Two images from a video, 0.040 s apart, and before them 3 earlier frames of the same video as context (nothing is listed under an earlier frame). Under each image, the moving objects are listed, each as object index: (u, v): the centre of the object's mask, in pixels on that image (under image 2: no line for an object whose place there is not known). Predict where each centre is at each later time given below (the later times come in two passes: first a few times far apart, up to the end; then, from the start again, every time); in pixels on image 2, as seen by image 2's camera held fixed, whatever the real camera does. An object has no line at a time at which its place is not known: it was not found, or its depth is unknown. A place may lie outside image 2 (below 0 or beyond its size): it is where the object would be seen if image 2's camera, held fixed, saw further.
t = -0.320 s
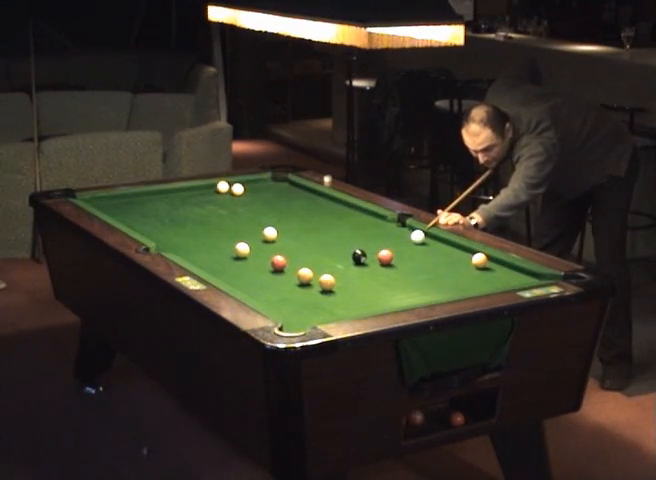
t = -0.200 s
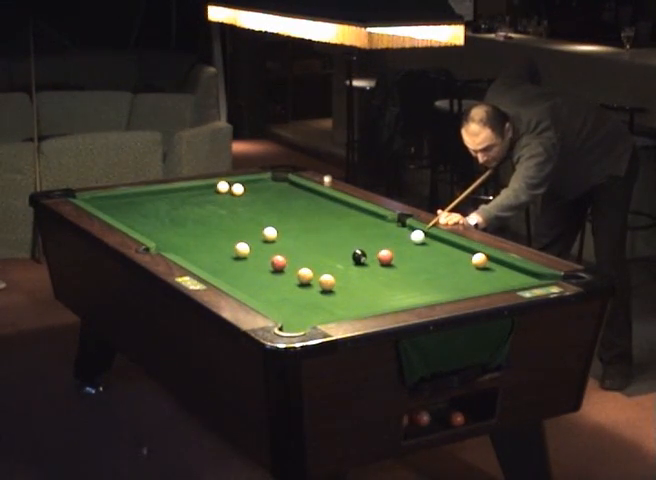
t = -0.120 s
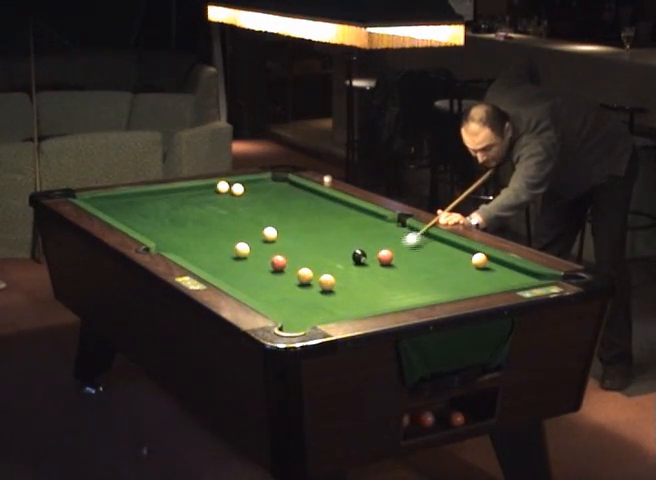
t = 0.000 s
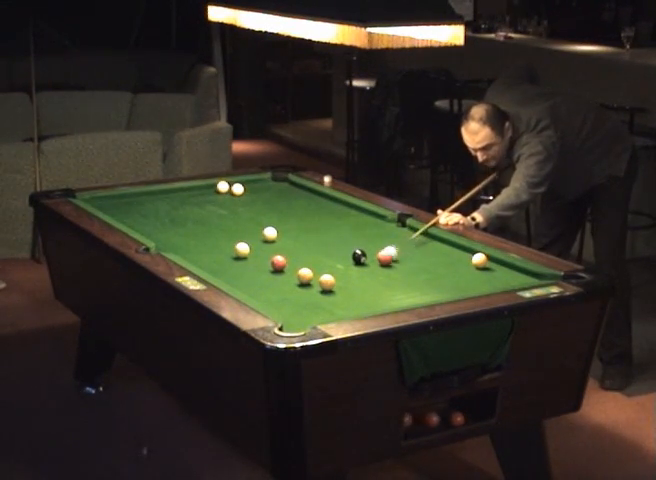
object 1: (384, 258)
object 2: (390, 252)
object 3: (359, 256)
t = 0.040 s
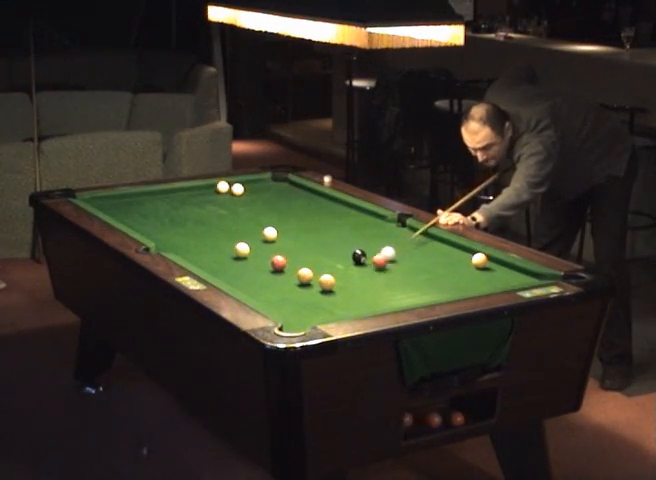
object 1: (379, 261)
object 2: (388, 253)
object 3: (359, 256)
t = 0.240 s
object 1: (359, 278)
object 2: (376, 254)
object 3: (359, 256)
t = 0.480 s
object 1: (334, 297)
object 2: (374, 258)
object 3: (351, 257)
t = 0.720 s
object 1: (307, 318)
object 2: (374, 260)
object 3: (343, 257)
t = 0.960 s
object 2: (375, 262)
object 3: (337, 258)
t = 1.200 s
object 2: (376, 264)
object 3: (333, 258)
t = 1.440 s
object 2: (376, 264)
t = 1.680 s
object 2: (377, 265)
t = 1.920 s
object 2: (377, 265)
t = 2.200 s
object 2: (377, 265)
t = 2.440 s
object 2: (377, 265)
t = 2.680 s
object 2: (377, 265)
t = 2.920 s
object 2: (377, 265)
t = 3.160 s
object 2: (377, 264)
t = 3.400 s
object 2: (377, 264)
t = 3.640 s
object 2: (377, 264)
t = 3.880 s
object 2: (377, 264)
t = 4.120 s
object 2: (377, 265)
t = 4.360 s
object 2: (377, 265)
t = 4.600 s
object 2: (377, 264)
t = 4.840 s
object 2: (377, 264)
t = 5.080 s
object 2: (377, 264)
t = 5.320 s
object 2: (377, 265)
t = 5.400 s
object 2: (377, 264)
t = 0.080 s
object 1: (375, 264)
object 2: (386, 253)
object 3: (359, 256)
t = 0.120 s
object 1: (371, 268)
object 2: (384, 253)
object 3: (359, 256)
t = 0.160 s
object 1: (367, 271)
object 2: (382, 253)
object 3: (359, 256)
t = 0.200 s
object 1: (363, 274)
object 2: (379, 254)
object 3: (359, 256)
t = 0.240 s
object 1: (359, 278)
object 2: (376, 254)
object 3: (359, 256)
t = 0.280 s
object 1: (355, 281)
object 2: (374, 255)
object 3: (358, 256)
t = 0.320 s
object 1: (351, 284)
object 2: (374, 256)
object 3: (357, 256)
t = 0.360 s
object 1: (347, 288)
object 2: (373, 257)
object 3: (355, 256)
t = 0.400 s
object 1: (343, 291)
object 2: (373, 257)
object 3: (354, 257)
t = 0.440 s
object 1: (339, 294)
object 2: (373, 257)
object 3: (352, 256)
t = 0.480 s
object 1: (334, 297)
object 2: (374, 258)
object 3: (351, 257)
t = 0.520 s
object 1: (330, 301)
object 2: (374, 258)
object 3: (350, 257)
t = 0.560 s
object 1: (325, 304)
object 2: (374, 259)
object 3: (348, 257)
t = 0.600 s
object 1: (321, 308)
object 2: (374, 259)
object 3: (347, 257)
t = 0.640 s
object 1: (316, 311)
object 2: (374, 259)
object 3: (346, 257)
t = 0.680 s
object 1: (312, 314)
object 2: (374, 260)
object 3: (344, 257)
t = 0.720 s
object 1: (307, 318)
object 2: (374, 260)
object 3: (343, 257)
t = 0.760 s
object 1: (302, 321)
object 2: (374, 261)
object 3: (342, 257)
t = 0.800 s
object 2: (374, 261)
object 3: (341, 257)
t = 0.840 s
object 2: (375, 261)
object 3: (340, 257)
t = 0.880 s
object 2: (375, 262)
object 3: (339, 258)
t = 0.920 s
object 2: (375, 262)
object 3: (338, 258)
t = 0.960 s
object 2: (375, 262)
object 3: (337, 258)
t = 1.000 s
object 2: (375, 262)
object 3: (336, 258)
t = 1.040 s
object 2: (375, 263)
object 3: (335, 258)
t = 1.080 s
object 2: (375, 263)
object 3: (335, 258)
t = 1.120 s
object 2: (375, 263)
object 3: (334, 258)
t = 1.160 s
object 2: (375, 263)
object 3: (334, 258)
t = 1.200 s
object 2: (376, 264)
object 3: (333, 258)
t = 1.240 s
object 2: (376, 264)
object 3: (333, 258)
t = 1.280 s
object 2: (376, 264)
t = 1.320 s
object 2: (376, 264)
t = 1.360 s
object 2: (376, 264)
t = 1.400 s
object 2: (376, 264)
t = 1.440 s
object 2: (376, 264)
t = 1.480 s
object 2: (377, 264)
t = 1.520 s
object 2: (377, 264)
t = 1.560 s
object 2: (377, 265)
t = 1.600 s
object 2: (377, 265)
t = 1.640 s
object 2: (377, 265)
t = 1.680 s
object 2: (377, 265)
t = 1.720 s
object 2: (377, 265)
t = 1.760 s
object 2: (377, 265)
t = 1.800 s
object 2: (377, 265)
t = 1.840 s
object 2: (377, 265)
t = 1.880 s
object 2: (377, 265)
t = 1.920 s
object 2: (377, 265)
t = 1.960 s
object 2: (377, 265)
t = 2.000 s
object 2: (377, 265)
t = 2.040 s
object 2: (377, 265)
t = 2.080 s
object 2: (377, 265)
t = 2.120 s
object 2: (377, 265)
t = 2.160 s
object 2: (377, 265)
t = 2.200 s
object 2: (377, 265)
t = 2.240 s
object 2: (377, 265)
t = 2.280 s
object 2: (377, 265)
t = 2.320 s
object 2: (377, 265)
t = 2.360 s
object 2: (377, 265)
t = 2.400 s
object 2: (377, 265)
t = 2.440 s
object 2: (377, 265)
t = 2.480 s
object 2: (377, 264)
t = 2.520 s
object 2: (377, 265)
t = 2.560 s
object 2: (377, 265)
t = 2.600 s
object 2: (377, 265)
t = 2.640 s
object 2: (377, 264)
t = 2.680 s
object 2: (377, 265)
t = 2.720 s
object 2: (377, 264)
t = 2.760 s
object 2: (377, 265)
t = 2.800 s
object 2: (377, 265)
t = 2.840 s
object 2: (377, 265)
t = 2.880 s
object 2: (377, 264)
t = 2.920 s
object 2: (377, 265)
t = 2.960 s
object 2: (377, 264)
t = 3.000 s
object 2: (377, 264)
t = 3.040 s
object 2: (377, 265)
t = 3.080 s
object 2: (377, 264)
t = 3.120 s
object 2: (377, 264)
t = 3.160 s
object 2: (377, 264)
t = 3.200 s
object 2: (377, 264)
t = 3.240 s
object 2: (377, 264)
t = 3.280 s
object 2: (377, 264)
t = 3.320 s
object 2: (377, 265)
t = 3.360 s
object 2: (377, 264)
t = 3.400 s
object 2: (377, 264)
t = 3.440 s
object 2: (377, 264)
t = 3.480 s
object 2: (377, 264)
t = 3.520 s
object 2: (377, 264)
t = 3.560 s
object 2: (377, 264)
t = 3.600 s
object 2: (377, 264)
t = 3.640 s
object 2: (377, 264)
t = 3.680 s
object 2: (377, 264)
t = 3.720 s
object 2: (377, 264)
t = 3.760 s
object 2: (377, 264)
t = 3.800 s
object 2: (377, 264)
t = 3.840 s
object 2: (377, 264)
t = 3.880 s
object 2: (377, 264)
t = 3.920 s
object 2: (377, 264)
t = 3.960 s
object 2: (377, 264)
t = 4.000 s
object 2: (377, 265)
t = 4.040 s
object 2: (377, 265)
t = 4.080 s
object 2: (377, 265)
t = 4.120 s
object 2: (377, 265)
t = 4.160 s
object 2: (377, 264)
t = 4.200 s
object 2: (377, 264)
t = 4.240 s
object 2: (377, 265)
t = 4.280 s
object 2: (377, 265)
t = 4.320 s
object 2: (377, 265)
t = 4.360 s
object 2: (377, 265)
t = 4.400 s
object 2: (377, 265)
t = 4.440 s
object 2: (377, 264)
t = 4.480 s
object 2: (377, 264)
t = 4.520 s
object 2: (377, 264)
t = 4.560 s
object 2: (377, 264)
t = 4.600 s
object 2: (377, 264)
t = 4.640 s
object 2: (377, 264)
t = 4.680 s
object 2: (377, 264)
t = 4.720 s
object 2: (377, 264)
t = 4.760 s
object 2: (377, 264)
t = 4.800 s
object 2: (377, 264)
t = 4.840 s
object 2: (377, 264)
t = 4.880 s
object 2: (377, 264)
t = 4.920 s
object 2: (377, 264)
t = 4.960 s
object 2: (377, 264)
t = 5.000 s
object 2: (377, 264)
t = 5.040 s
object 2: (377, 264)
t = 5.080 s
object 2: (377, 264)
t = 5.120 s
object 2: (377, 265)
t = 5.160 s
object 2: (377, 264)
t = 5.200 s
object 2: (377, 264)
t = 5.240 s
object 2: (377, 265)
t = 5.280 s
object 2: (377, 265)
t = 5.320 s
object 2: (377, 265)
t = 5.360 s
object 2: (377, 265)
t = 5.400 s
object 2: (377, 264)
